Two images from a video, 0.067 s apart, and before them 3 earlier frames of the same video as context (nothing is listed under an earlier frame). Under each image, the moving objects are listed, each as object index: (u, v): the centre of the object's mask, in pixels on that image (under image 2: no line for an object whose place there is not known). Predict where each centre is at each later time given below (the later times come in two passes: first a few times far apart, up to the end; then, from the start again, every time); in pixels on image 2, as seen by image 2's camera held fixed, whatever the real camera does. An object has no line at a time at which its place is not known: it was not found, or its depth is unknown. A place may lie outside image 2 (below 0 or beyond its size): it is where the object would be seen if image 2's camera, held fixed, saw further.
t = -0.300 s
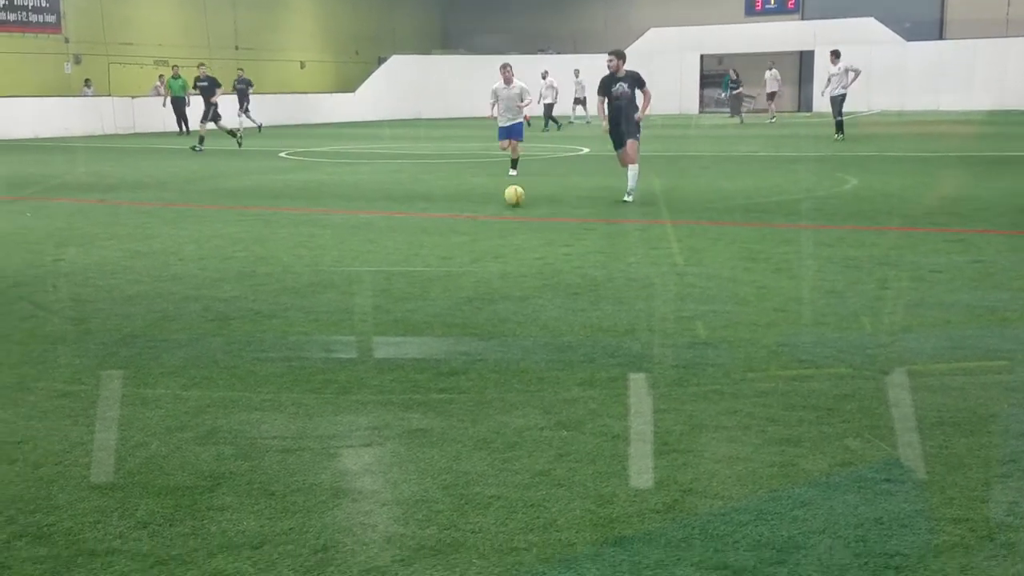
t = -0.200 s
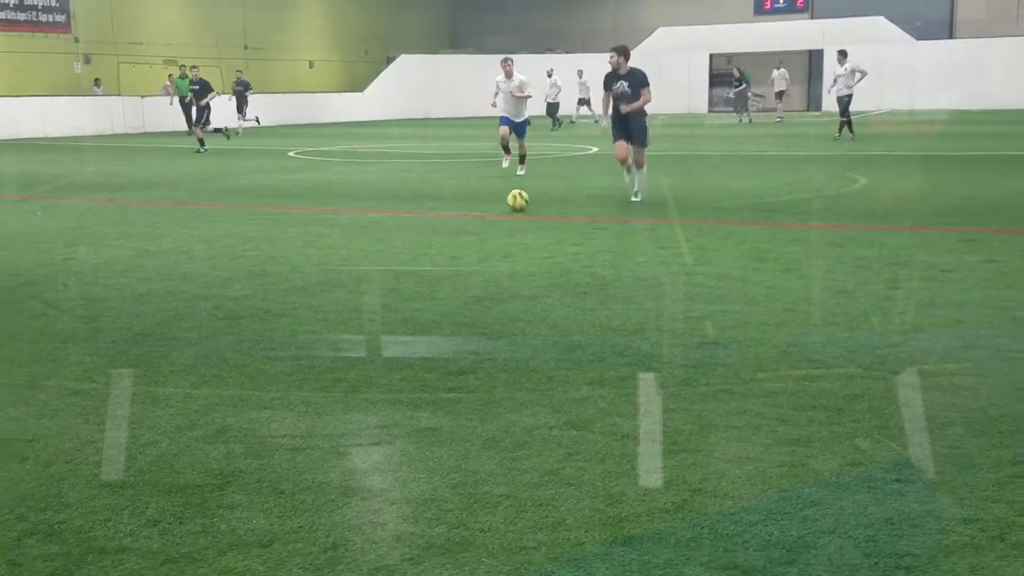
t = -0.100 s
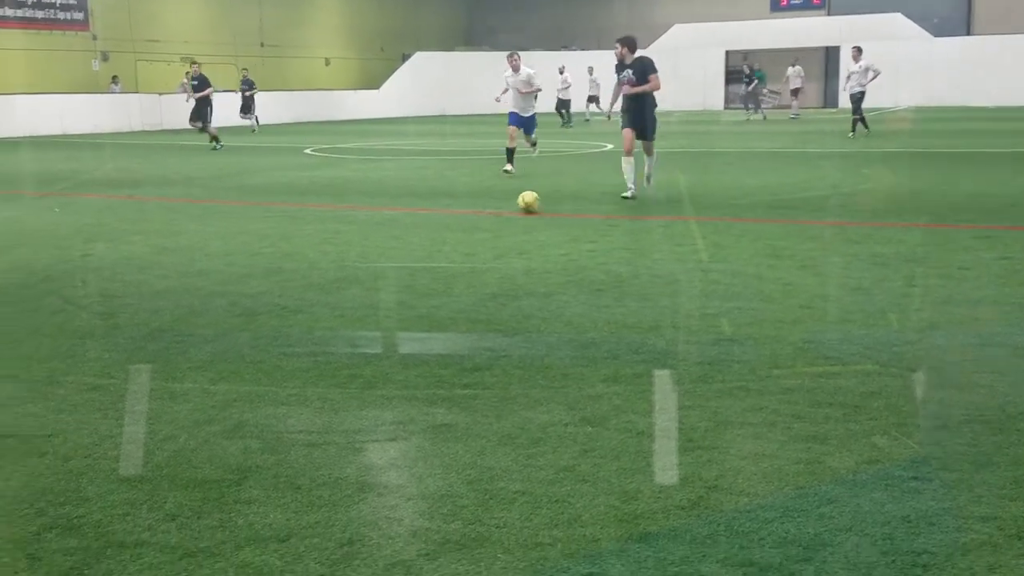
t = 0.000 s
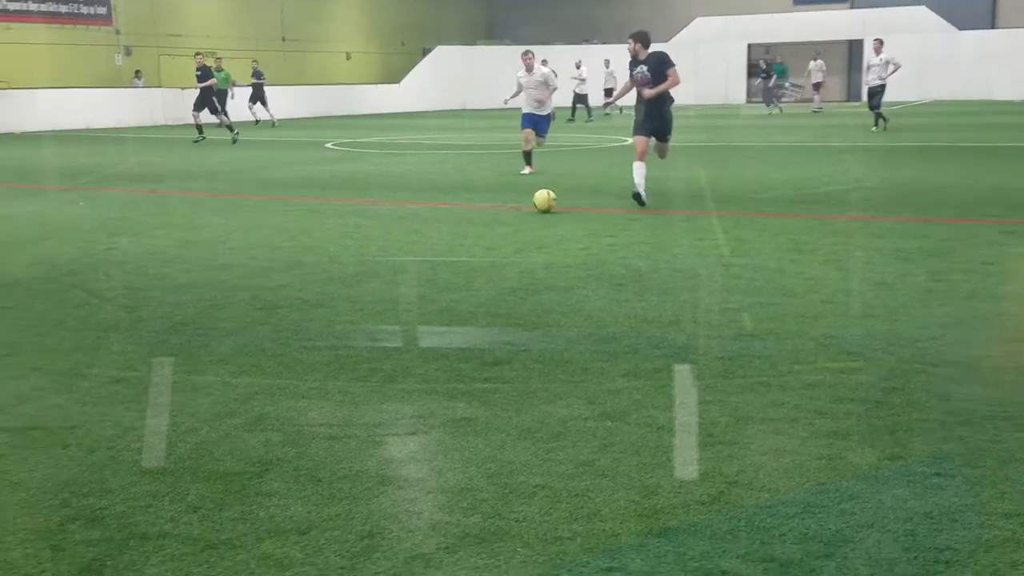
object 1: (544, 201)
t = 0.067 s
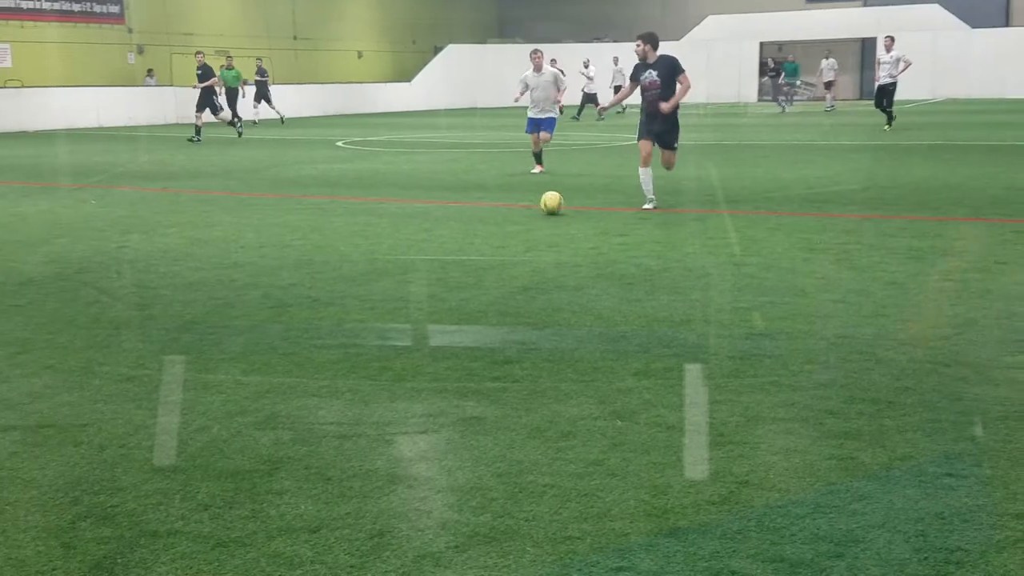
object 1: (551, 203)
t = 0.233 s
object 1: (542, 212)
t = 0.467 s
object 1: (529, 226)
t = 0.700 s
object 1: (512, 243)
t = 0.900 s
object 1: (496, 257)
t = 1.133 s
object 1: (473, 279)
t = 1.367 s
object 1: (444, 304)
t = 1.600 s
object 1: (410, 338)
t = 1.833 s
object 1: (365, 381)
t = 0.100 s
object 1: (550, 206)
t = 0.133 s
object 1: (547, 206)
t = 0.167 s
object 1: (546, 208)
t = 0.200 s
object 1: (545, 210)
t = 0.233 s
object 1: (542, 212)
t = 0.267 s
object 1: (540, 214)
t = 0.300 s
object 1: (539, 216)
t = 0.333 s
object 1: (537, 218)
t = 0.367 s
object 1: (535, 220)
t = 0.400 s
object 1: (533, 222)
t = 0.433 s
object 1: (531, 224)
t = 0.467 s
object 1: (529, 226)
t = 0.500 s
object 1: (527, 228)
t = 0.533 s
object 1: (525, 231)
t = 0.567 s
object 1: (522, 232)
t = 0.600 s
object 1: (519, 235)
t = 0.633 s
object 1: (518, 238)
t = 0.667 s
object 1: (515, 240)
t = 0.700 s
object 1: (512, 243)
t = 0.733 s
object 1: (510, 245)
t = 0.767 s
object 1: (507, 248)
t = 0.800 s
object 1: (505, 248)
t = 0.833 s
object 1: (502, 251)
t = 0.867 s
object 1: (499, 255)
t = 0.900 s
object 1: (496, 257)
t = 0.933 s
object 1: (493, 260)
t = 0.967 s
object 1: (490, 264)
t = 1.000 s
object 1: (487, 266)
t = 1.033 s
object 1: (484, 269)
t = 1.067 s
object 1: (481, 273)
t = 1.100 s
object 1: (477, 276)
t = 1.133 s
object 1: (473, 279)
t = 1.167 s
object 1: (470, 282)
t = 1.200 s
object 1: (466, 286)
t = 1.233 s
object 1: (462, 289)
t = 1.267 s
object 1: (458, 292)
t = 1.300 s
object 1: (453, 297)
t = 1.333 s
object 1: (448, 299)
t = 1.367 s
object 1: (444, 304)
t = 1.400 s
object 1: (440, 308)
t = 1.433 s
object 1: (434, 312)
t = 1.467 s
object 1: (429, 318)
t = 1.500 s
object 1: (425, 322)
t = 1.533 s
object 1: (419, 325)
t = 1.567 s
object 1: (415, 332)
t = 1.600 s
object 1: (410, 338)
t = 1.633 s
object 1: (404, 342)
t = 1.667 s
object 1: (398, 349)
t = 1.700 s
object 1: (392, 355)
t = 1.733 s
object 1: (386, 361)
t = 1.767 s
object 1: (379, 368)
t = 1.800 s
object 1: (373, 375)
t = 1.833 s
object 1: (365, 381)
